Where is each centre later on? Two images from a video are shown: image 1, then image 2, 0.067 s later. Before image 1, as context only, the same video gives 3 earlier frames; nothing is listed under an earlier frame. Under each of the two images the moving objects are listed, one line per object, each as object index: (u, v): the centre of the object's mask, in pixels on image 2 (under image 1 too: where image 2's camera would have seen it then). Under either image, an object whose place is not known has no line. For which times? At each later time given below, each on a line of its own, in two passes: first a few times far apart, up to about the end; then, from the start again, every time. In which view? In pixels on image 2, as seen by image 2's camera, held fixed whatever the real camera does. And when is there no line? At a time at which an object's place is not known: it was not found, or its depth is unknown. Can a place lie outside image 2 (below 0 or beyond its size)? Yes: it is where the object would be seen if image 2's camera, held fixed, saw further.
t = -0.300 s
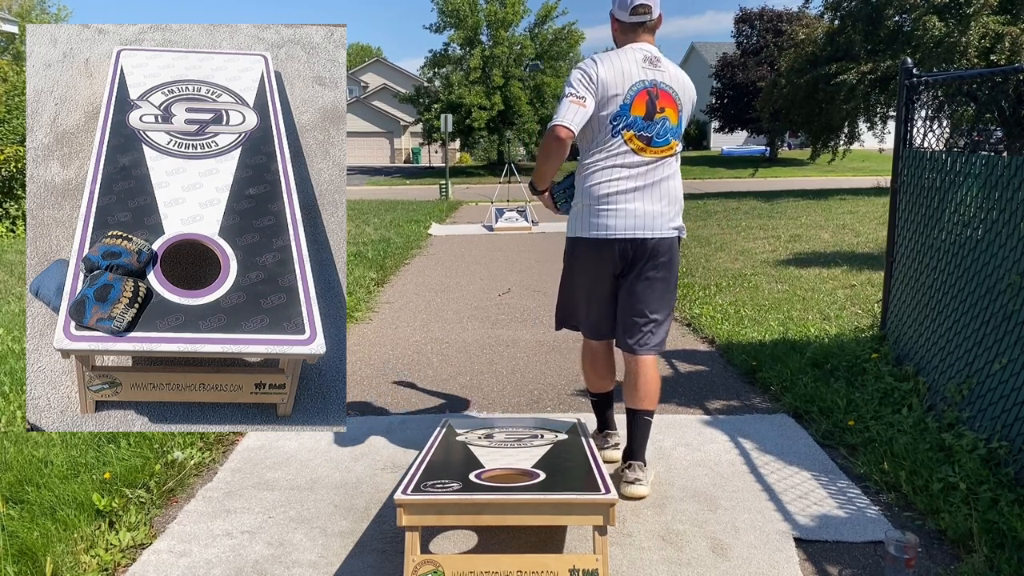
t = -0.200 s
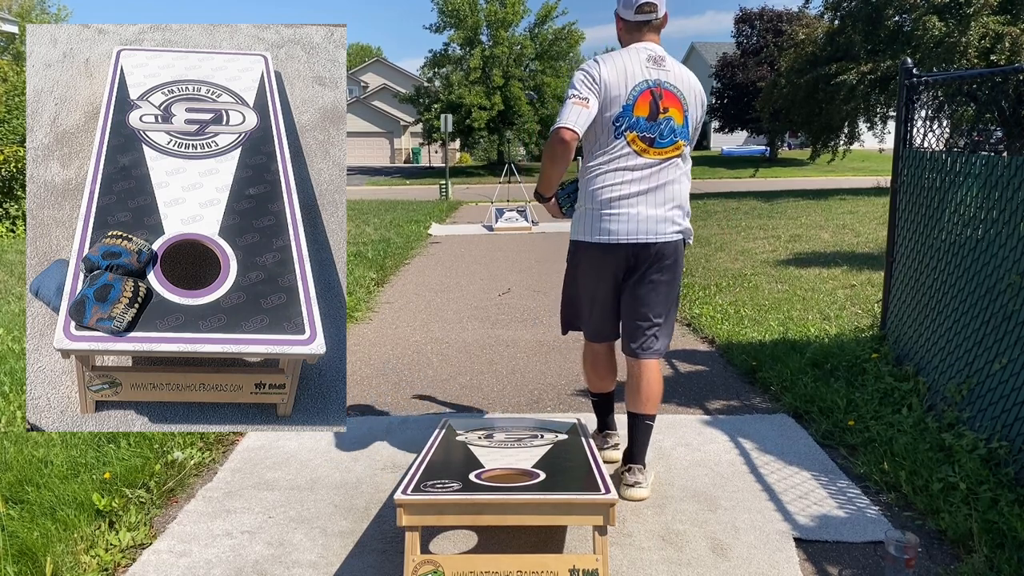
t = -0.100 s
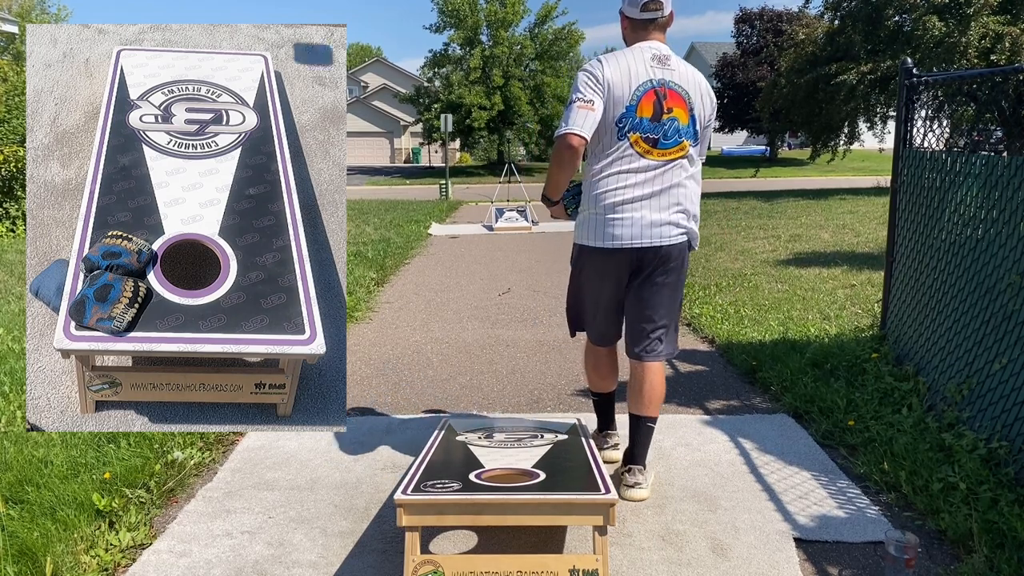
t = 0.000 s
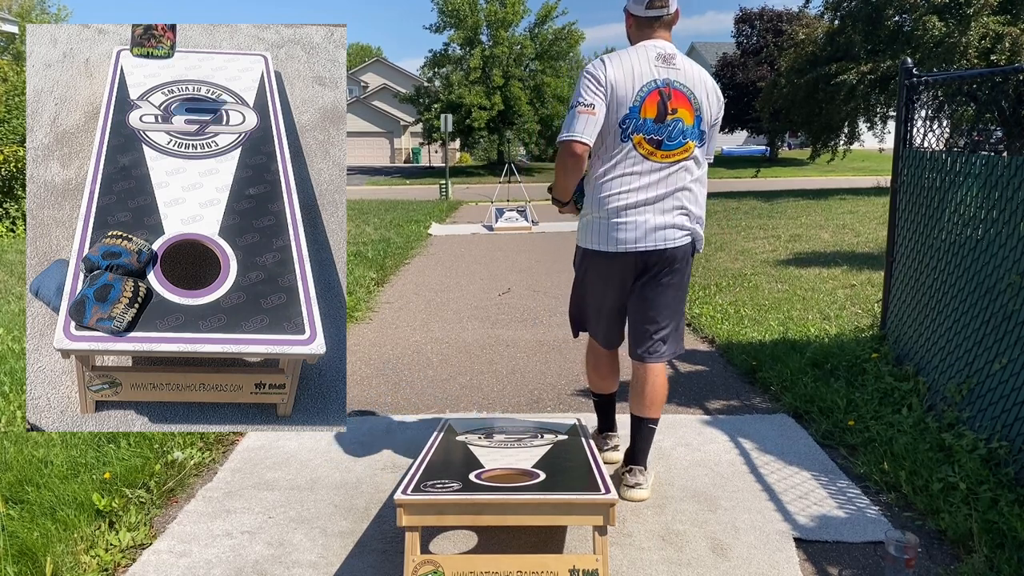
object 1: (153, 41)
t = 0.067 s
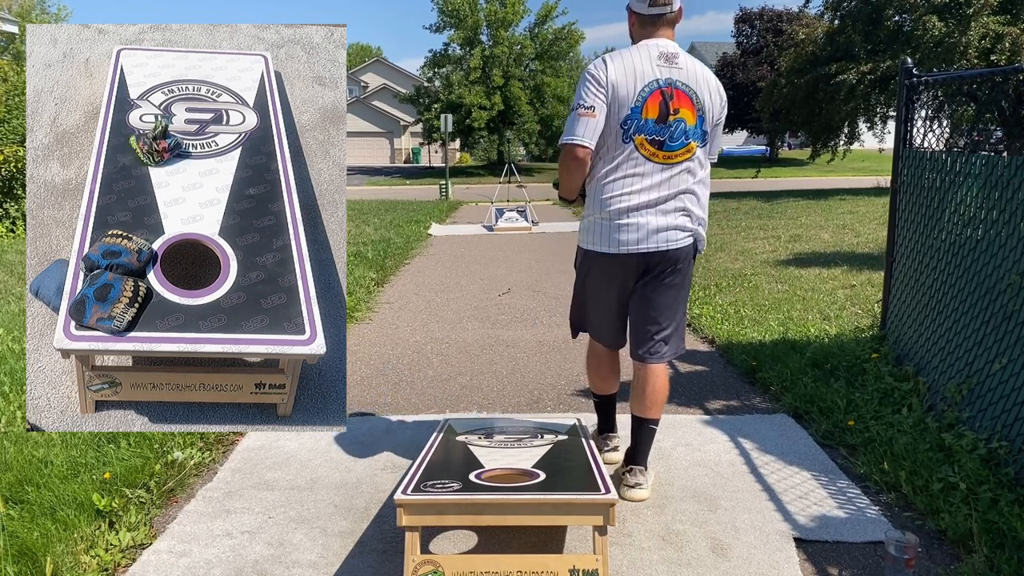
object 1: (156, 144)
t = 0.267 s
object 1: (183, 270)
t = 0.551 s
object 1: (197, 279)
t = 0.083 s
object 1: (157, 154)
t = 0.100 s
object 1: (158, 165)
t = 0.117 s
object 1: (159, 176)
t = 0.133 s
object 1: (161, 188)
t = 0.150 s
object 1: (162, 201)
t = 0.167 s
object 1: (164, 213)
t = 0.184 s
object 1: (166, 224)
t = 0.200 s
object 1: (168, 234)
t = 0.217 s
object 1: (171, 244)
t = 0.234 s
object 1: (174, 254)
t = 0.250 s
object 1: (178, 263)
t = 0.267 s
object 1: (183, 270)
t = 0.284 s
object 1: (186, 274)
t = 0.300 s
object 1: (190, 276)
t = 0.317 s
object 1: (192, 277)
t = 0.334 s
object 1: (194, 277)
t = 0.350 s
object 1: (195, 276)
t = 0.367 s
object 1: (196, 275)
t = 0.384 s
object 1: (197, 273)
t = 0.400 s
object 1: (197, 273)
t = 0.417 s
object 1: (196, 272)
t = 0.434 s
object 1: (196, 272)
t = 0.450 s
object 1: (196, 273)
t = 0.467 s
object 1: (196, 273)
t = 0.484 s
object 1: (197, 274)
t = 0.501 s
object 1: (197, 274)
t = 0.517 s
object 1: (198, 276)
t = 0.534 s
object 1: (198, 278)
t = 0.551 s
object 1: (197, 279)
